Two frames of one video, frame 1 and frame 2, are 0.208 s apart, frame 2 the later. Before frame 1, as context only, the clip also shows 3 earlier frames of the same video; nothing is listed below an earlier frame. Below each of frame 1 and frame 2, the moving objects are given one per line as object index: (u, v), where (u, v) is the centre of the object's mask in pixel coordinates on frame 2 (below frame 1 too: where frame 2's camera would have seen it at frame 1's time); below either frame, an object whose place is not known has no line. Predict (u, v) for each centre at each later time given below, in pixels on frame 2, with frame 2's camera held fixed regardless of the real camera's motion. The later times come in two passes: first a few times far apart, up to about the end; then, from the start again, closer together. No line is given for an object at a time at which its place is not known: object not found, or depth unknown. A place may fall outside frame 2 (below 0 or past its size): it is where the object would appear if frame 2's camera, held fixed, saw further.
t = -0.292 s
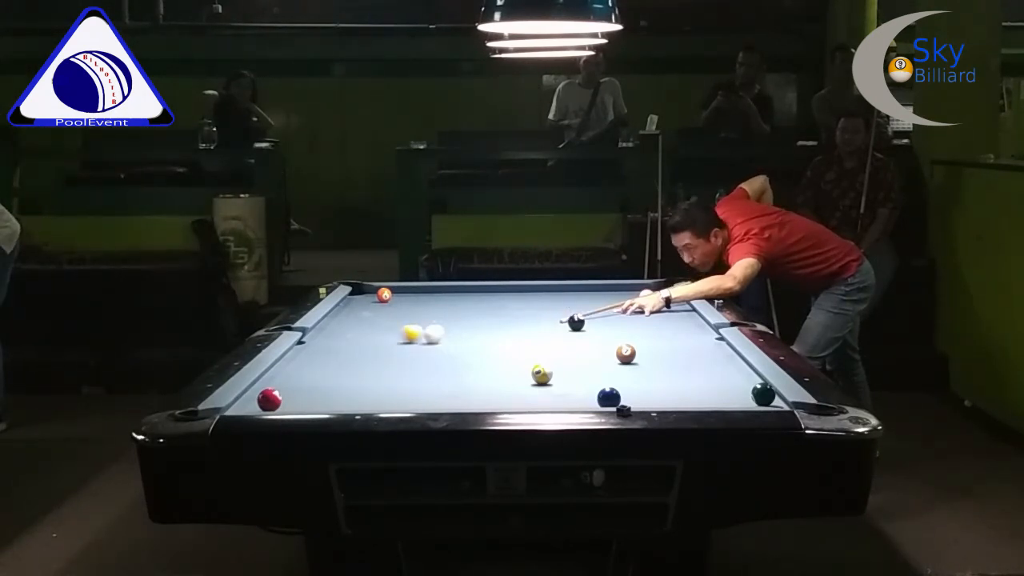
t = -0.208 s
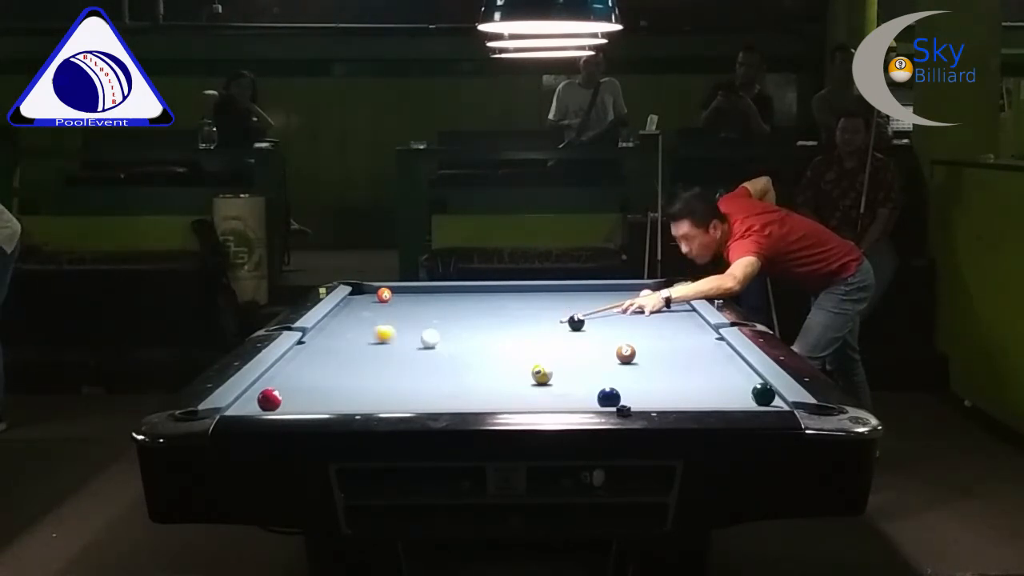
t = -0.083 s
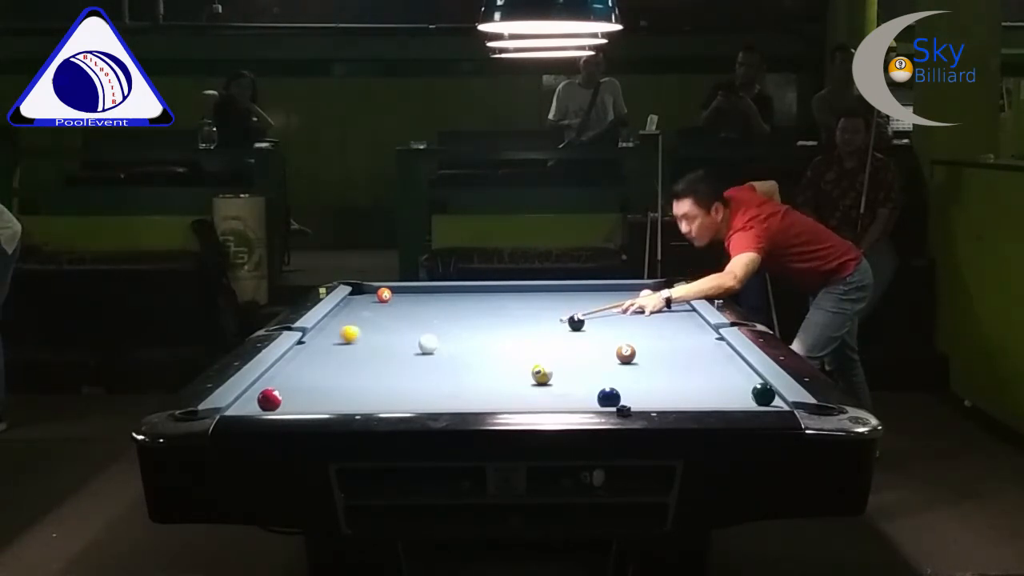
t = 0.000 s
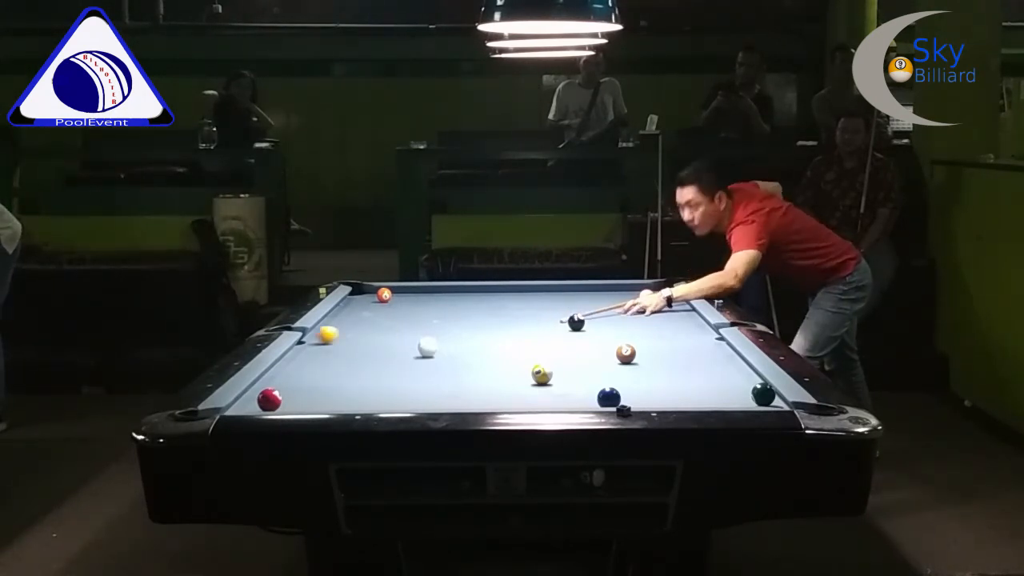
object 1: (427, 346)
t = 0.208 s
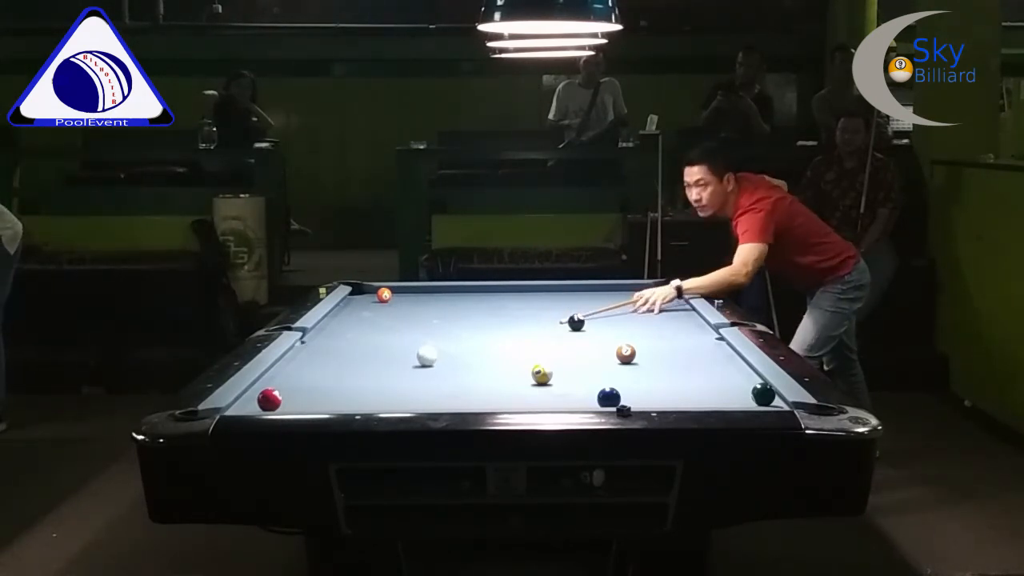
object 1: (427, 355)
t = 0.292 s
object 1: (426, 359)
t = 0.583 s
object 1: (426, 371)
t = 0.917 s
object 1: (424, 390)
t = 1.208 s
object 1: (422, 402)
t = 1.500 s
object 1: (435, 402)
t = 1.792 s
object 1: (454, 399)
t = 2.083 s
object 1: (471, 395)
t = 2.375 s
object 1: (485, 391)
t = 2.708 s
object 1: (499, 387)
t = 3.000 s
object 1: (509, 384)
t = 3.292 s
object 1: (517, 380)
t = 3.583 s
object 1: (523, 378)
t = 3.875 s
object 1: (523, 377)
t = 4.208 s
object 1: (521, 376)
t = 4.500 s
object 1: (521, 376)
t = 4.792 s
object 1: (521, 377)
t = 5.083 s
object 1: (521, 377)
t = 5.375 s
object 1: (521, 377)
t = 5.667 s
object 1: (521, 377)
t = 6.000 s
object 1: (521, 377)
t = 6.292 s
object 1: (521, 377)
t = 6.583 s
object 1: (521, 377)
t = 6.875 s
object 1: (521, 377)
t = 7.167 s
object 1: (521, 377)
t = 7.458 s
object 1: (521, 377)
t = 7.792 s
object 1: (521, 377)
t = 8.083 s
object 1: (521, 377)
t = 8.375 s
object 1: (521, 377)
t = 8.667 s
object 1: (521, 377)
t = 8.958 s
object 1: (521, 377)
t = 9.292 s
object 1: (521, 377)
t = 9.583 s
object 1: (521, 377)
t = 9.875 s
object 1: (521, 377)
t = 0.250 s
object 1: (427, 357)
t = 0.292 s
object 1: (426, 359)
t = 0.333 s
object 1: (426, 361)
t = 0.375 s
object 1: (426, 362)
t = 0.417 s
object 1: (426, 364)
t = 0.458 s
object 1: (426, 366)
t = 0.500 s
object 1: (426, 368)
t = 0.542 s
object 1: (426, 370)
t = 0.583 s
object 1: (426, 371)
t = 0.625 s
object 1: (426, 374)
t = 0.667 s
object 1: (426, 375)
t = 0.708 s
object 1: (425, 377)
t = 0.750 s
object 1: (425, 379)
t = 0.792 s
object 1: (425, 382)
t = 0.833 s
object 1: (425, 383)
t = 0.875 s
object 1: (424, 385)
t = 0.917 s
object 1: (424, 390)
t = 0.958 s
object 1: (424, 392)
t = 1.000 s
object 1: (423, 394)
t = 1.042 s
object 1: (423, 396)
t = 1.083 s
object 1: (423, 397)
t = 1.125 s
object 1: (423, 399)
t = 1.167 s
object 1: (422, 401)
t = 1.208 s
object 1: (422, 402)
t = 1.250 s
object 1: (422, 402)
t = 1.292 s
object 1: (421, 404)
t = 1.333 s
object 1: (422, 404)
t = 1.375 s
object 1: (425, 404)
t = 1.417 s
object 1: (429, 403)
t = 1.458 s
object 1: (432, 403)
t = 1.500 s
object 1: (435, 402)
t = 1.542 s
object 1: (438, 402)
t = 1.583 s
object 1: (440, 402)
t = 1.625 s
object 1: (443, 401)
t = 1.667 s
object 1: (446, 401)
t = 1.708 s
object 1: (449, 400)
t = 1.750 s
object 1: (451, 399)
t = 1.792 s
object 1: (454, 399)
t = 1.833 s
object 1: (457, 398)
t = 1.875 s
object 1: (459, 398)
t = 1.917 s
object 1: (461, 397)
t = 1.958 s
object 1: (464, 396)
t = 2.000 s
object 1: (466, 396)
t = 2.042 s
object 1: (469, 395)
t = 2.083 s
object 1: (471, 395)
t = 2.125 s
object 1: (473, 394)
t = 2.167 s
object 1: (475, 395)
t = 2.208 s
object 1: (477, 394)
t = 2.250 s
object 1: (479, 393)
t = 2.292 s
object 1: (481, 392)
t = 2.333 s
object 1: (483, 392)
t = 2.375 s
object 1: (485, 391)
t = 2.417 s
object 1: (487, 391)
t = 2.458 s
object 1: (489, 391)
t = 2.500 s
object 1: (491, 390)
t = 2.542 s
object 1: (493, 389)
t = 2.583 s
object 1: (494, 388)
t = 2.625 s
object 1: (496, 387)
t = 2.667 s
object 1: (498, 387)
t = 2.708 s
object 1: (499, 387)
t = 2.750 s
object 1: (501, 386)
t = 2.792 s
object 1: (502, 386)
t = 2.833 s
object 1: (504, 386)
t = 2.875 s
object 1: (505, 385)
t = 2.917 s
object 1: (507, 384)
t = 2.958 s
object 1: (508, 384)
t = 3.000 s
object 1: (509, 384)
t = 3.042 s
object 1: (511, 383)
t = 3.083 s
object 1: (512, 382)
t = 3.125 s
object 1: (513, 381)
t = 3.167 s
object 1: (514, 381)
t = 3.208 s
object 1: (515, 382)
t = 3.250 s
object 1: (516, 381)
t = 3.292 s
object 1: (517, 380)
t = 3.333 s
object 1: (518, 380)
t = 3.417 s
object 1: (519, 380)
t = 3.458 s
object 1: (520, 380)
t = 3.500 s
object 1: (521, 379)
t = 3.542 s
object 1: (522, 379)
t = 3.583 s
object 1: (523, 378)
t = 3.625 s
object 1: (524, 378)
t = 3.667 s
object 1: (524, 376)
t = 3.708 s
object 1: (524, 376)
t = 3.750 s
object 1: (524, 376)
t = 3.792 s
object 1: (524, 375)
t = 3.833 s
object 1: (523, 377)
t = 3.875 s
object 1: (523, 377)
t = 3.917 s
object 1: (523, 376)
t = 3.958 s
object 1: (523, 376)
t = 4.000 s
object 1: (522, 376)
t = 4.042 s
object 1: (522, 376)
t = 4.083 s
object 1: (522, 377)
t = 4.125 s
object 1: (522, 377)
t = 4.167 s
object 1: (522, 377)
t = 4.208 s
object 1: (521, 376)
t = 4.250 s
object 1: (521, 376)
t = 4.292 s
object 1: (521, 376)
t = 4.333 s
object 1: (521, 376)
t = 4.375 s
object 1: (521, 376)
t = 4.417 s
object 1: (521, 376)
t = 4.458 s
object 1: (521, 376)
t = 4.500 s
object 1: (521, 376)
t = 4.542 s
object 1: (521, 376)
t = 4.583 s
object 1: (521, 376)
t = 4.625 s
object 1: (521, 376)
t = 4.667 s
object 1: (521, 377)
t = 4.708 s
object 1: (521, 377)
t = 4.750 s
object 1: (521, 377)
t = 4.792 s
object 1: (521, 377)
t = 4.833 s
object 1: (521, 377)
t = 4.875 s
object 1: (521, 377)
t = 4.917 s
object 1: (521, 377)
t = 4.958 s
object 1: (521, 377)
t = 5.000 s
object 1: (521, 377)
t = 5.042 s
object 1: (521, 377)
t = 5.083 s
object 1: (521, 377)
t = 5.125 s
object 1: (521, 377)
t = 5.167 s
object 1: (521, 377)
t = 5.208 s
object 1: (521, 377)
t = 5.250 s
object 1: (521, 377)
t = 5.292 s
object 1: (521, 377)
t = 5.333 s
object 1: (521, 377)
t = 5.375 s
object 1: (521, 377)
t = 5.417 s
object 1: (521, 377)
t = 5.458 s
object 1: (521, 377)
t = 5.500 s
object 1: (521, 377)
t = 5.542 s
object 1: (521, 377)
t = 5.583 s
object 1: (521, 377)
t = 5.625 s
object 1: (521, 377)
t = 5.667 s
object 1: (521, 377)
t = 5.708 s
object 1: (521, 377)
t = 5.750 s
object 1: (521, 377)
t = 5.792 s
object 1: (521, 377)
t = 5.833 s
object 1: (521, 377)
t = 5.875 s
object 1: (521, 377)
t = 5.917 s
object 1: (521, 377)
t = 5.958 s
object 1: (521, 377)
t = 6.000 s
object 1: (521, 377)
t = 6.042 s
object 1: (521, 377)
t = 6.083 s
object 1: (521, 377)
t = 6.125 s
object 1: (521, 377)
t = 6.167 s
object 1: (521, 377)
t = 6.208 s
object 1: (521, 377)
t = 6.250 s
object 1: (521, 377)
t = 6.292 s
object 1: (521, 377)
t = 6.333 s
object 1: (521, 377)
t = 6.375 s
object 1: (521, 377)
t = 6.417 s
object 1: (521, 377)
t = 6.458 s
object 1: (521, 377)
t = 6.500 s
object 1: (521, 377)
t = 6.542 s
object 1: (521, 377)
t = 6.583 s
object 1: (521, 377)
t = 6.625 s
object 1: (521, 377)
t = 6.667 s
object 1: (521, 377)
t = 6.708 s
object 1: (521, 377)
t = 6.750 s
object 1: (521, 377)
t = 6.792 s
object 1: (521, 377)
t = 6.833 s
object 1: (521, 377)
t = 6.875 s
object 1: (521, 377)
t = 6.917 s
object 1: (521, 377)
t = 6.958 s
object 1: (521, 377)
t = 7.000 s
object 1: (521, 377)
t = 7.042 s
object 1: (521, 377)
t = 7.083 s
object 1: (521, 377)
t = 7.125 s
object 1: (521, 377)
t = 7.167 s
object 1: (521, 377)
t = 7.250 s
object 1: (521, 377)
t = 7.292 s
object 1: (521, 377)
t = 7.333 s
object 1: (521, 377)
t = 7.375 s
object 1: (521, 377)
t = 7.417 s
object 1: (521, 377)
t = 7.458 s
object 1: (521, 377)
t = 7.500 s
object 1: (521, 377)
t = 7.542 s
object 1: (521, 377)
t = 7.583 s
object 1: (521, 377)
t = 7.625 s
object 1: (521, 377)
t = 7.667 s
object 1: (521, 377)
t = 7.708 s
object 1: (521, 377)
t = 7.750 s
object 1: (521, 377)
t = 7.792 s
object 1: (521, 377)
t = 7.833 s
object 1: (521, 377)
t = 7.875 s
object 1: (521, 377)
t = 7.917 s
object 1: (521, 377)
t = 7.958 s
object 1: (521, 377)
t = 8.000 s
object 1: (521, 377)
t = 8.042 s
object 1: (521, 377)
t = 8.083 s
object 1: (521, 377)
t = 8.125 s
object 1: (521, 377)
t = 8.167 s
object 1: (521, 377)
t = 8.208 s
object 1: (521, 377)
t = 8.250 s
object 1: (521, 377)
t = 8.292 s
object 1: (521, 377)
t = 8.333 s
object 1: (521, 377)
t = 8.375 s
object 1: (521, 377)
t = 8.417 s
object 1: (521, 377)
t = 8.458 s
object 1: (521, 377)
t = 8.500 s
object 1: (521, 377)
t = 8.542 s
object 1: (521, 377)
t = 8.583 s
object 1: (521, 377)
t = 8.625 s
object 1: (521, 377)
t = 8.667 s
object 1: (521, 377)
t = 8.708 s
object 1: (521, 377)
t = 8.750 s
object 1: (521, 377)
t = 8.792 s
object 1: (521, 377)
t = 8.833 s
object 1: (521, 377)
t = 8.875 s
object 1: (521, 377)
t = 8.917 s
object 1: (521, 377)
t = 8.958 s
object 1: (521, 377)
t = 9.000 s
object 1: (521, 377)
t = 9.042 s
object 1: (521, 377)
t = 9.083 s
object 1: (521, 377)
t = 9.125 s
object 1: (521, 377)
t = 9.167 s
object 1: (521, 377)
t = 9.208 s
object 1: (521, 377)
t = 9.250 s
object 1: (521, 377)
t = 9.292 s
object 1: (521, 377)
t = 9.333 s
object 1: (521, 377)
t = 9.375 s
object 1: (521, 377)
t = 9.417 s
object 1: (521, 377)
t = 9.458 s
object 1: (521, 377)
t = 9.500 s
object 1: (521, 377)
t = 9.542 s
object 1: (521, 377)
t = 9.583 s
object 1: (521, 377)
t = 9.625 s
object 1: (521, 377)
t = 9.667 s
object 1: (521, 377)
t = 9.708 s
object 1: (521, 377)
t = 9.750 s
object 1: (521, 377)
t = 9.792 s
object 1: (521, 377)
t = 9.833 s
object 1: (521, 377)
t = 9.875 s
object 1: (521, 377)
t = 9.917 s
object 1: (521, 377)
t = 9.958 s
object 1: (521, 377)
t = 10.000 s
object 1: (521, 377)
